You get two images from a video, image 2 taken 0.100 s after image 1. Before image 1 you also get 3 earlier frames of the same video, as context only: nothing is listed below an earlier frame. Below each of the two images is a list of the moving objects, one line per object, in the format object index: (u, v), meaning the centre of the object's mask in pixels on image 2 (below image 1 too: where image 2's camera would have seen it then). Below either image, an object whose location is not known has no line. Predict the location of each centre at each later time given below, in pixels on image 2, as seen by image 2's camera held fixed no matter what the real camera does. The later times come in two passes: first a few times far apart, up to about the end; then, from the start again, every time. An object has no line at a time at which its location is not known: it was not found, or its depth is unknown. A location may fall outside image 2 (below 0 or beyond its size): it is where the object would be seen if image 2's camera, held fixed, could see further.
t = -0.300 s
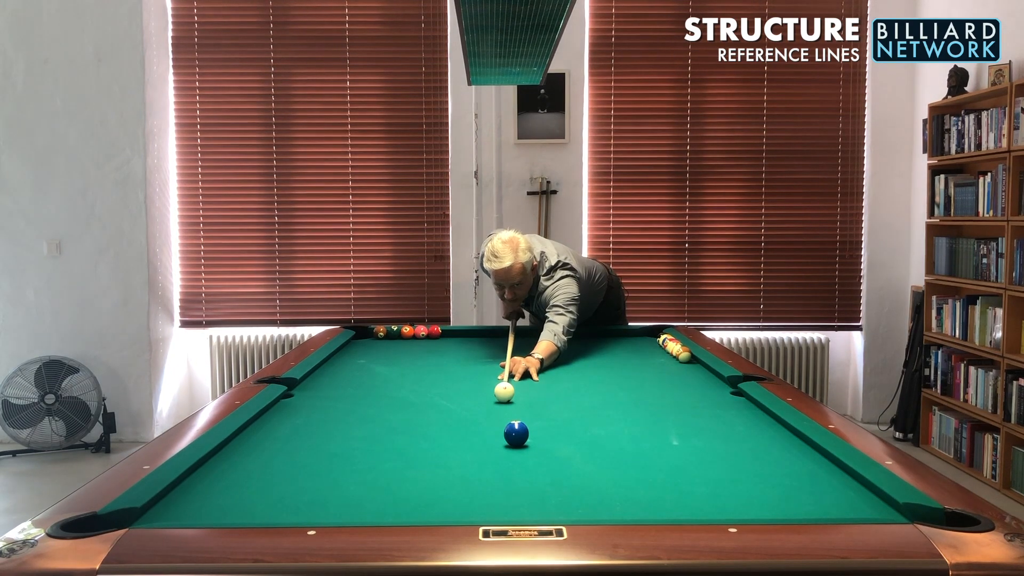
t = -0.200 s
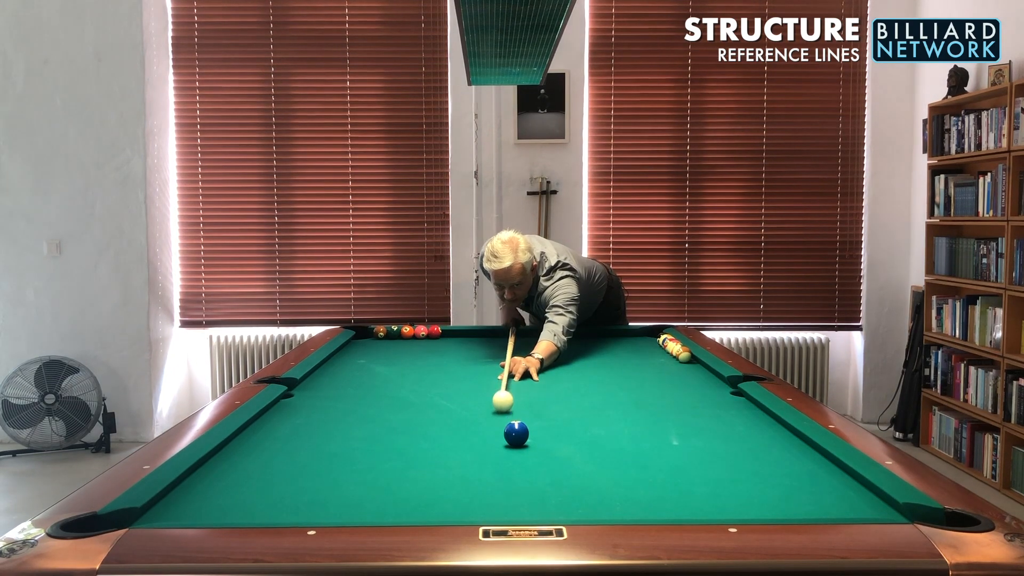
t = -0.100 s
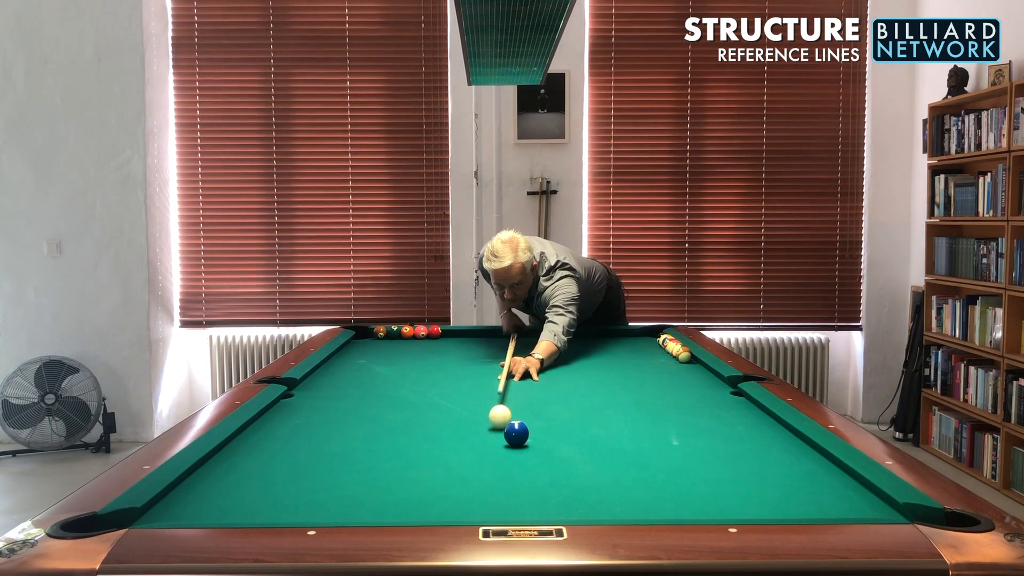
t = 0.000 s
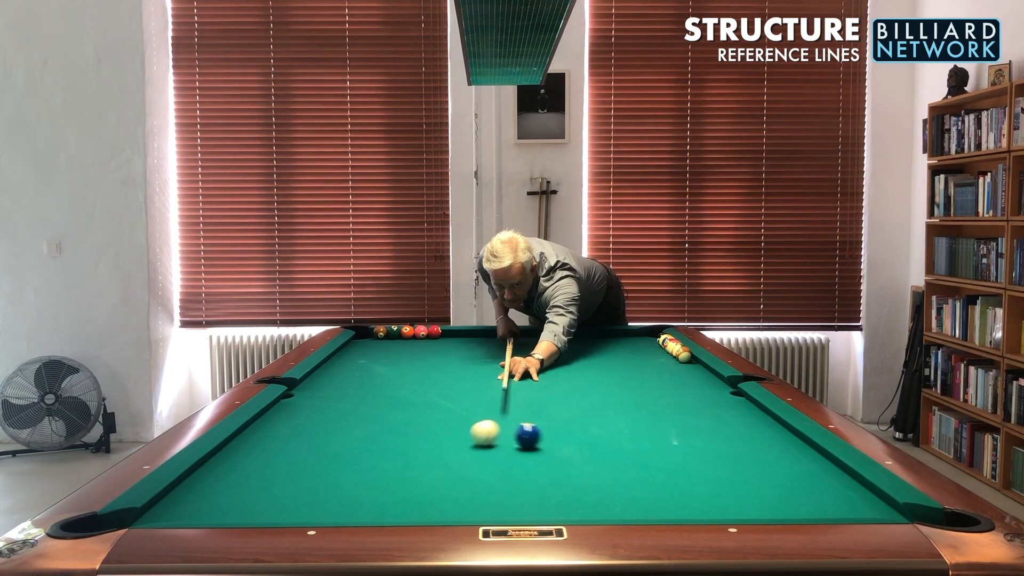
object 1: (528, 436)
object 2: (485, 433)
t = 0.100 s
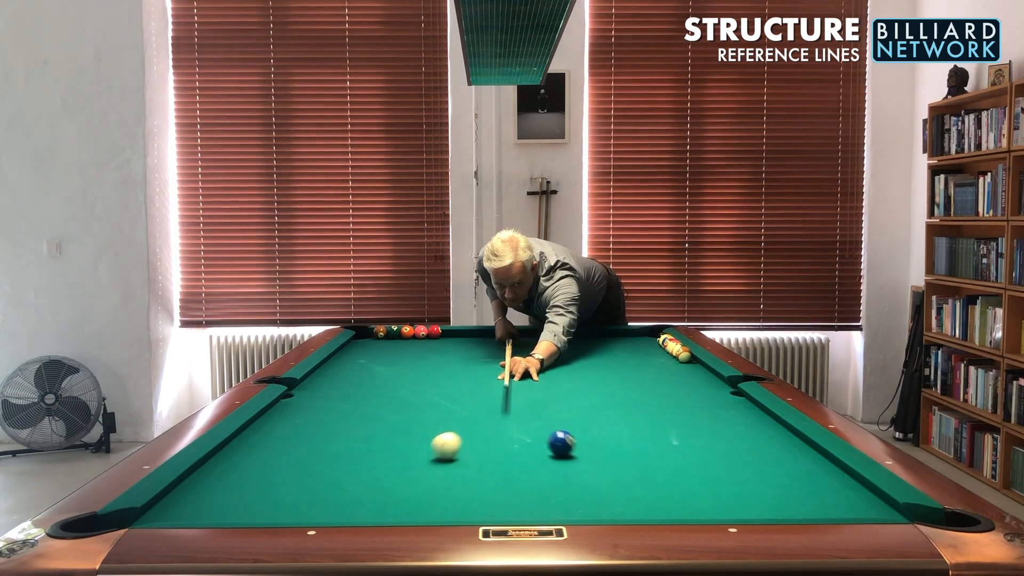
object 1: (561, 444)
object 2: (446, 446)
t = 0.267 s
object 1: (611, 455)
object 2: (378, 473)
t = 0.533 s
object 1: (698, 475)
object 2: (249, 511)
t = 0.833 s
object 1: (810, 499)
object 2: (207, 483)
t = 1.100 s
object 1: (922, 517)
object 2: (237, 461)
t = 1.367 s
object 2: (285, 444)
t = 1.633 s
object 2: (326, 429)
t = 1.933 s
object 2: (364, 414)
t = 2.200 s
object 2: (392, 404)
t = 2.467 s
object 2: (416, 395)
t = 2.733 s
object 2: (437, 387)
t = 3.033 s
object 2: (458, 380)
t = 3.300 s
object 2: (473, 374)
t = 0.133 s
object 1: (571, 446)
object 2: (434, 451)
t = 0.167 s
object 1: (580, 448)
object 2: (421, 456)
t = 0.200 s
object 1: (591, 450)
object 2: (407, 461)
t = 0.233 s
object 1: (601, 453)
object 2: (392, 467)
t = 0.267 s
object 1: (611, 455)
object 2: (378, 473)
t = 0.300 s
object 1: (621, 457)
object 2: (362, 480)
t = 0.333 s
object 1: (632, 460)
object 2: (346, 485)
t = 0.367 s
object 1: (641, 462)
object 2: (329, 492)
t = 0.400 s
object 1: (653, 464)
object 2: (311, 499)
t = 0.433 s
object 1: (665, 468)
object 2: (292, 506)
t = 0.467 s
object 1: (675, 469)
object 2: (273, 510)
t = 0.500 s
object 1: (687, 472)
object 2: (255, 513)
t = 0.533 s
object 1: (698, 475)
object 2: (249, 511)
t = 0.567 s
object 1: (710, 477)
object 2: (245, 508)
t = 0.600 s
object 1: (721, 480)
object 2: (240, 505)
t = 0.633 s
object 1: (734, 483)
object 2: (235, 503)
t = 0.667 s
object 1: (746, 486)
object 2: (230, 499)
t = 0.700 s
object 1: (759, 488)
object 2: (225, 495)
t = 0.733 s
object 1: (771, 491)
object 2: (220, 492)
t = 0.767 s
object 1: (784, 494)
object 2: (215, 489)
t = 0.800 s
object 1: (797, 497)
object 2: (211, 486)
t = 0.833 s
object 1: (810, 499)
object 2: (207, 483)
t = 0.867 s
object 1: (824, 501)
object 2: (202, 480)
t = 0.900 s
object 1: (838, 503)
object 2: (198, 476)
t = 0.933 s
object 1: (851, 505)
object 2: (202, 474)
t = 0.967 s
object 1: (865, 506)
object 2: (210, 471)
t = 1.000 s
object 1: (880, 508)
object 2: (217, 468)
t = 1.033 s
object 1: (893, 510)
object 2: (224, 466)
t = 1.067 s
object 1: (906, 512)
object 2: (231, 463)
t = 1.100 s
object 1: (922, 517)
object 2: (237, 461)
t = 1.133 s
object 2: (244, 459)
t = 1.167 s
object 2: (250, 456)
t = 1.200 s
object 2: (257, 454)
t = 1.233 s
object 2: (263, 451)
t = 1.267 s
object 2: (269, 449)
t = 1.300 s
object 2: (274, 447)
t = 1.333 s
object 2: (280, 446)
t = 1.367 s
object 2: (285, 444)
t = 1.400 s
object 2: (291, 441)
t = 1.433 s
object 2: (296, 439)
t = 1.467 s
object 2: (301, 438)
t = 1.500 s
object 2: (307, 436)
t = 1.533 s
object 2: (312, 434)
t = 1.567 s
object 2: (317, 432)
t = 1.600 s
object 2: (321, 430)
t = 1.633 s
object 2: (326, 429)
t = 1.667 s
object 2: (330, 427)
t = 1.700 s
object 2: (335, 425)
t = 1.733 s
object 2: (339, 423)
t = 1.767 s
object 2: (344, 422)
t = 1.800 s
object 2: (348, 420)
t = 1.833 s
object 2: (352, 419)
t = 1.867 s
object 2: (356, 417)
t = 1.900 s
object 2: (360, 416)
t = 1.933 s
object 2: (364, 414)
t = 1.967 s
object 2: (367, 413)
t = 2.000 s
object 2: (371, 412)
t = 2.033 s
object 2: (375, 410)
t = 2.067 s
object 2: (378, 409)
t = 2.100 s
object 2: (382, 408)
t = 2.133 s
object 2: (385, 406)
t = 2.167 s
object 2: (389, 405)
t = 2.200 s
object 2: (392, 404)
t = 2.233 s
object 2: (395, 403)
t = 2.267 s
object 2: (398, 401)
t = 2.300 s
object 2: (402, 400)
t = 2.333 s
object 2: (405, 399)
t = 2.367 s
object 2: (408, 398)
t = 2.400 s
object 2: (410, 397)
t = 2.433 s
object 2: (413, 396)
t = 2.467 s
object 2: (416, 395)
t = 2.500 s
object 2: (419, 394)
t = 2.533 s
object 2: (422, 393)
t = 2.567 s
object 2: (424, 392)
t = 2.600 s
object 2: (427, 391)
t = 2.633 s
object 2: (430, 390)
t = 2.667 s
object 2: (432, 389)
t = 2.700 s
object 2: (435, 388)
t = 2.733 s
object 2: (437, 387)
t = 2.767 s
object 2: (440, 386)
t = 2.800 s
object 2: (442, 385)
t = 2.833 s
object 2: (444, 385)
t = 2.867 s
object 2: (447, 384)
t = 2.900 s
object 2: (449, 383)
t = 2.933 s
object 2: (451, 382)
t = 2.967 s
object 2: (453, 381)
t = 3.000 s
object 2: (455, 380)
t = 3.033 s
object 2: (458, 380)
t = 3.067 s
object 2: (460, 379)
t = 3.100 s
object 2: (462, 378)
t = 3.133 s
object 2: (464, 377)
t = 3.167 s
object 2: (465, 377)
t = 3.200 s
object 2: (468, 376)
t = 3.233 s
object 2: (469, 375)
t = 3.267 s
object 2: (471, 374)
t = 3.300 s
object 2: (473, 374)
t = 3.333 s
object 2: (475, 373)
